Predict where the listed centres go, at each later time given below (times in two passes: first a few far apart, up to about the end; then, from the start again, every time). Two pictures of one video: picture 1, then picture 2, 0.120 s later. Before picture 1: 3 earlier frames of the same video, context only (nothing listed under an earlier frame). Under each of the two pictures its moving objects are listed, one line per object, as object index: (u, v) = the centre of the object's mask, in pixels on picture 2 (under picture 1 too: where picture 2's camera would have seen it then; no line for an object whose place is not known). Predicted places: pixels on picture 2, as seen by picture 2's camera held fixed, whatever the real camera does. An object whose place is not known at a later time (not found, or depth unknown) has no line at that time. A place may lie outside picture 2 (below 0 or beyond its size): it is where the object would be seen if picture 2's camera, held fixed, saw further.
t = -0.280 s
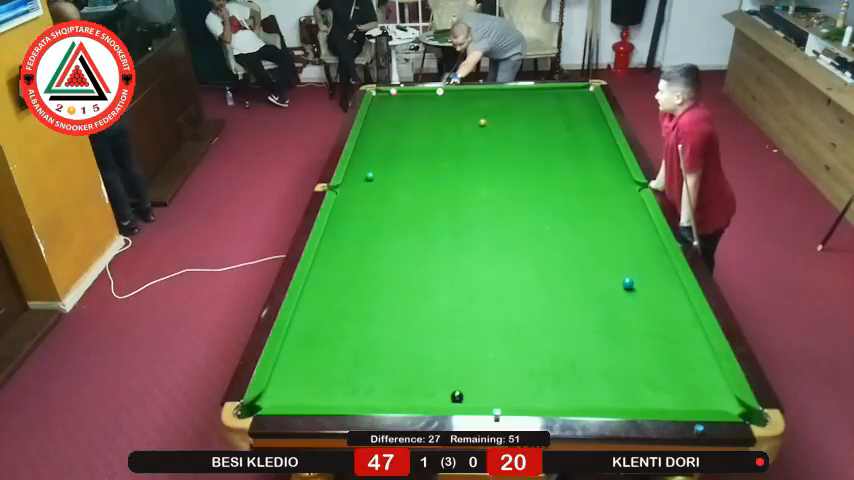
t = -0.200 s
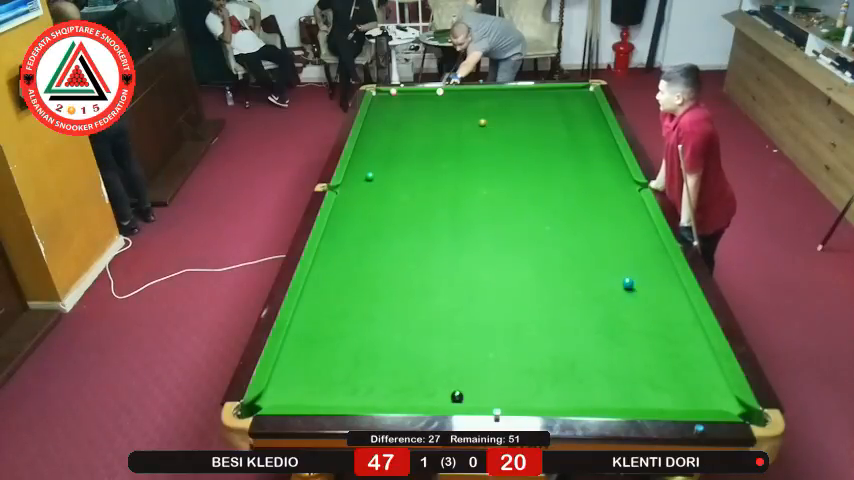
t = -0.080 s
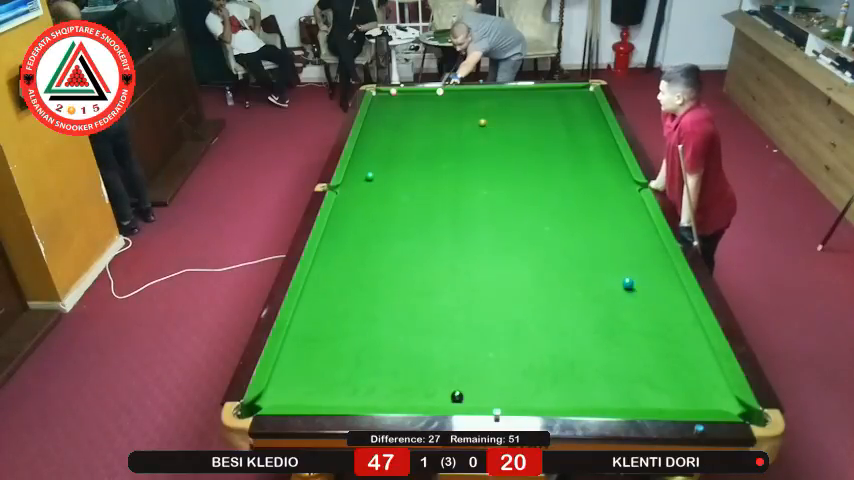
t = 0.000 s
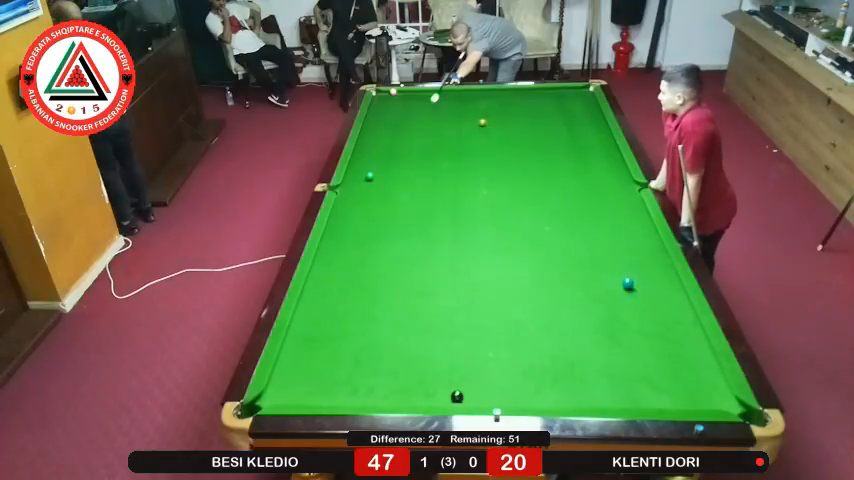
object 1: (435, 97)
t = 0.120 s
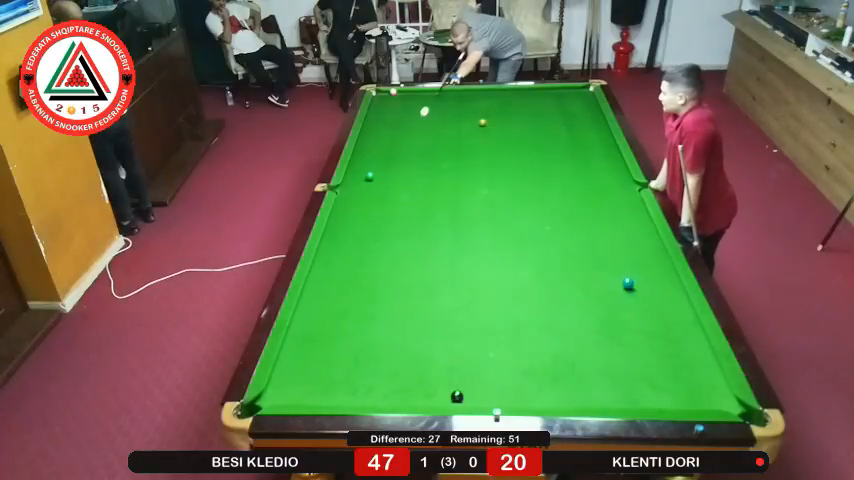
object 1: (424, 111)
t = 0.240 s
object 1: (413, 126)
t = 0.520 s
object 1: (382, 165)
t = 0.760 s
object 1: (392, 190)
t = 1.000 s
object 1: (408, 216)
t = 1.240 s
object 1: (425, 246)
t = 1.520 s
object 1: (449, 287)
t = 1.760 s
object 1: (473, 328)
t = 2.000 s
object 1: (501, 376)
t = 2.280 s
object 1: (526, 372)
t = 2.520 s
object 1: (539, 338)
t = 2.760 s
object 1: (550, 309)
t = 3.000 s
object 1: (560, 284)
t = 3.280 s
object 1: (570, 258)
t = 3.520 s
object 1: (578, 240)
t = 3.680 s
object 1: (583, 228)
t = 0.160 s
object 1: (420, 116)
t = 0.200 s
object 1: (417, 121)
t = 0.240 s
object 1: (413, 126)
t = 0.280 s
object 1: (409, 131)
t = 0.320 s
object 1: (405, 136)
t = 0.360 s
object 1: (400, 142)
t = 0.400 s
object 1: (396, 147)
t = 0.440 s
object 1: (392, 153)
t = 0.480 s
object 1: (387, 159)
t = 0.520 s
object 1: (382, 165)
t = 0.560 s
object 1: (378, 171)
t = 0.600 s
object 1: (380, 176)
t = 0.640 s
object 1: (384, 179)
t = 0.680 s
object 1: (387, 183)
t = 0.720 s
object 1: (390, 186)
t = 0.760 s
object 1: (392, 190)
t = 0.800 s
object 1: (395, 194)
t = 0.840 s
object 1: (397, 198)
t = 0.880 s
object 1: (400, 202)
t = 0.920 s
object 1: (402, 207)
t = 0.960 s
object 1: (405, 212)
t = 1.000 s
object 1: (408, 216)
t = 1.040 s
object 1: (411, 221)
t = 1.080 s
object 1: (414, 226)
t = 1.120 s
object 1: (416, 231)
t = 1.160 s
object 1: (419, 236)
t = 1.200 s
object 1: (422, 241)
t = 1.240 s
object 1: (425, 246)
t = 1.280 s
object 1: (428, 251)
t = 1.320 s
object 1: (432, 257)
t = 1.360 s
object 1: (435, 263)
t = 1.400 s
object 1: (439, 268)
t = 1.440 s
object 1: (442, 274)
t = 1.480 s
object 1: (445, 280)
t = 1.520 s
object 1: (449, 287)
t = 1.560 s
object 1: (453, 293)
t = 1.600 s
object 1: (456, 299)
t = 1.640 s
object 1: (460, 306)
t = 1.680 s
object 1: (464, 313)
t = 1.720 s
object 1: (468, 320)
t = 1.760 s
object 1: (473, 328)
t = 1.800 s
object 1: (477, 335)
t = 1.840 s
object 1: (481, 343)
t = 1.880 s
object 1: (486, 351)
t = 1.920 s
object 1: (491, 359)
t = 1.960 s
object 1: (496, 367)
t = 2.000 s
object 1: (501, 376)
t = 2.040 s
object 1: (506, 385)
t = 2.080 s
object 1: (511, 394)
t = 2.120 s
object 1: (516, 398)
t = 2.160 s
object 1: (519, 392)
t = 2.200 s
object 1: (521, 385)
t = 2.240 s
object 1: (523, 379)
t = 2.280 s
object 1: (526, 372)
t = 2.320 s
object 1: (528, 366)
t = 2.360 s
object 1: (530, 360)
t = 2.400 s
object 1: (532, 354)
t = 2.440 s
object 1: (535, 349)
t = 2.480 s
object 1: (537, 344)
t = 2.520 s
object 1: (539, 338)
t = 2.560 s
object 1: (540, 333)
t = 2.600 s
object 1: (542, 328)
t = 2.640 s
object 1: (544, 323)
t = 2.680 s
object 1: (546, 318)
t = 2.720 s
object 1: (548, 314)
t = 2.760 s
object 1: (550, 309)
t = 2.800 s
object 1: (551, 305)
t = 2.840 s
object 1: (553, 300)
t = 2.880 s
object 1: (555, 296)
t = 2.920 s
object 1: (556, 292)
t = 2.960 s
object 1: (558, 288)
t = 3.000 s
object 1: (560, 284)
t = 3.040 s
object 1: (561, 280)
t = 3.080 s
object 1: (563, 276)
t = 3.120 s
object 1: (564, 272)
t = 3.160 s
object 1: (566, 269)
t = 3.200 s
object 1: (567, 265)
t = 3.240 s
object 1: (568, 262)
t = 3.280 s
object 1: (570, 258)
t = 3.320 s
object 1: (571, 255)
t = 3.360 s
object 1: (573, 252)
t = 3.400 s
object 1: (574, 248)
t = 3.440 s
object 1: (575, 246)
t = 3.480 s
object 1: (576, 242)
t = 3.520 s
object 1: (578, 240)
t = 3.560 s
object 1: (579, 236)
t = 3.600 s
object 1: (580, 234)
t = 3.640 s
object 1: (582, 231)
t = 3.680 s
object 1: (583, 228)
